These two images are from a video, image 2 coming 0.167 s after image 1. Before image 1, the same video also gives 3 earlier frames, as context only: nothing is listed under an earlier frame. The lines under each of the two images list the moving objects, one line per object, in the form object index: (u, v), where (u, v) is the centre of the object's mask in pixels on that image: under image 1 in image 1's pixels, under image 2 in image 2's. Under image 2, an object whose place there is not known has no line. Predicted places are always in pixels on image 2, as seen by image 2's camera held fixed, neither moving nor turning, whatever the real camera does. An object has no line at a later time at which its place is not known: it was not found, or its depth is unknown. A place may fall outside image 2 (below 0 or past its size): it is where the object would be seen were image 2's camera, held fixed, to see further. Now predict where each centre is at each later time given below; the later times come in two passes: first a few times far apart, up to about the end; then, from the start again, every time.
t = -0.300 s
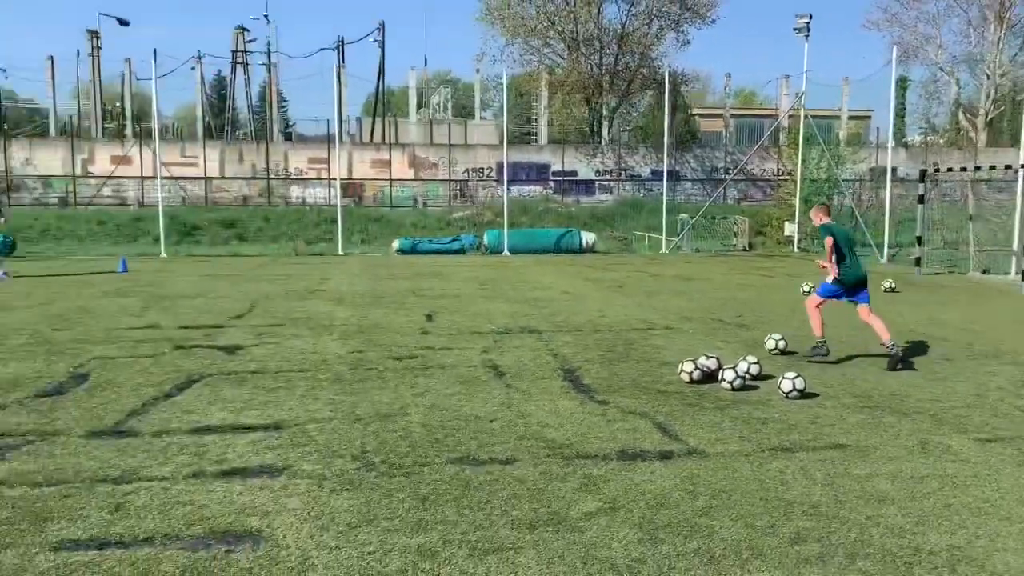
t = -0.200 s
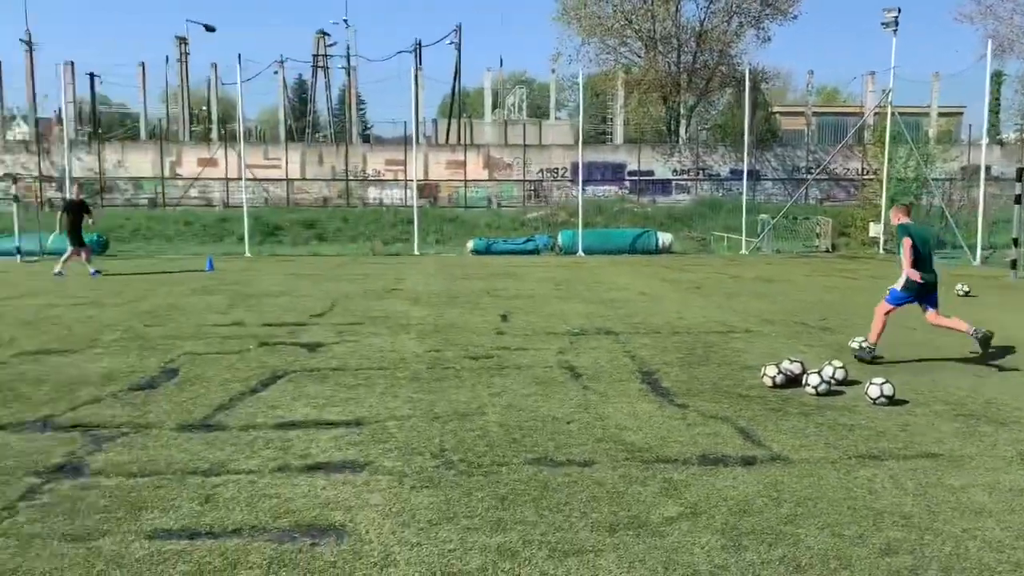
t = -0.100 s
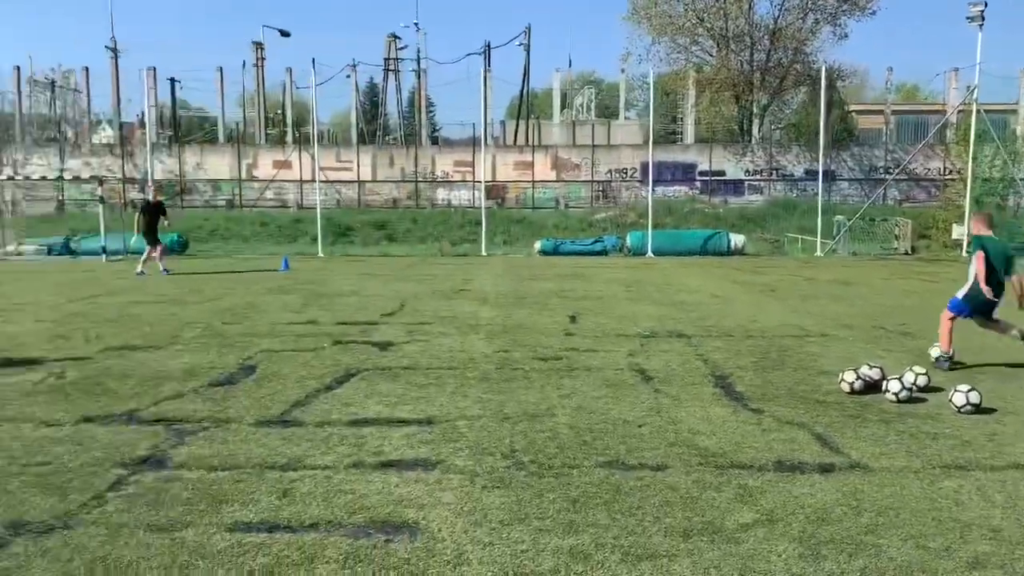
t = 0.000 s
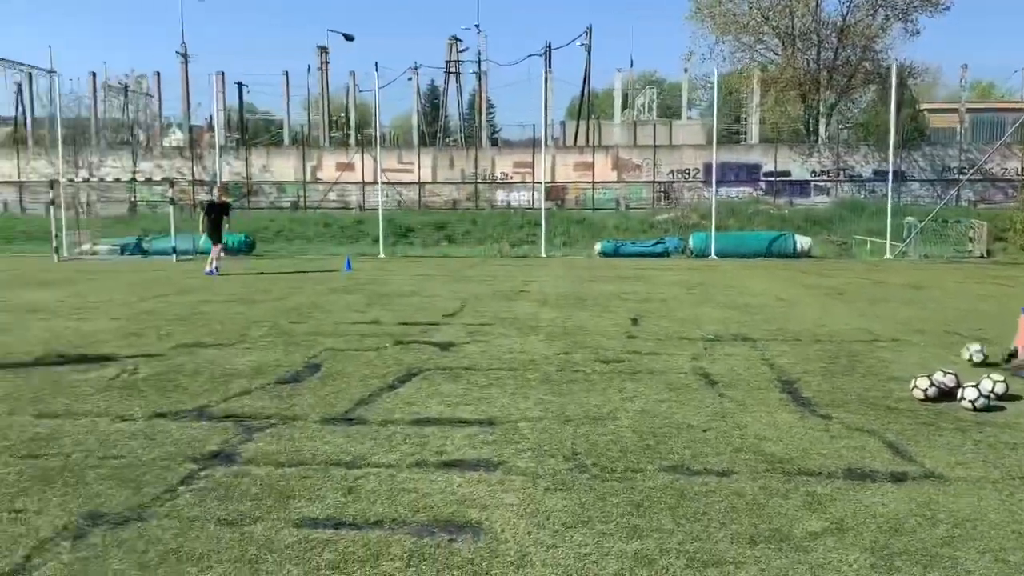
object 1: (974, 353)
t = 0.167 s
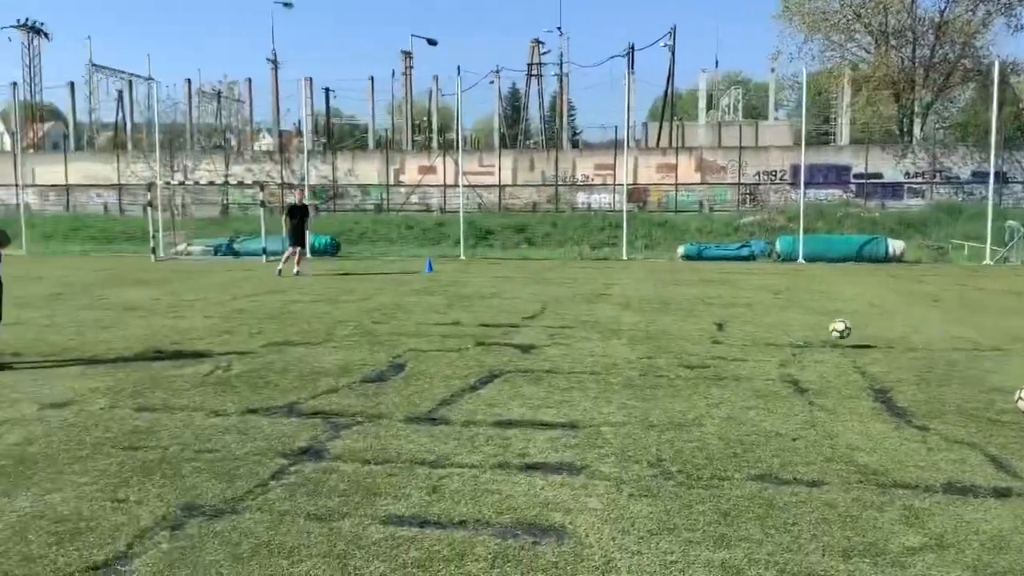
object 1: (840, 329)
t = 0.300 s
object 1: (705, 322)
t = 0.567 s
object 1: (544, 301)
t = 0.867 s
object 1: (441, 283)
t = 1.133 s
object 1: (374, 278)
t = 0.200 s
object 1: (802, 326)
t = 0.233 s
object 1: (767, 325)
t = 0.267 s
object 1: (733, 326)
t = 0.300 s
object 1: (705, 322)
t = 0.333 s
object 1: (681, 315)
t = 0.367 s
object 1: (658, 310)
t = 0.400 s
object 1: (638, 306)
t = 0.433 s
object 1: (616, 303)
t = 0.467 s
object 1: (598, 300)
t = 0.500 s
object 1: (578, 300)
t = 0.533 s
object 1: (561, 300)
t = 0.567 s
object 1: (544, 301)
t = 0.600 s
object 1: (528, 302)
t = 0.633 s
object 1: (516, 298)
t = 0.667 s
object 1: (504, 293)
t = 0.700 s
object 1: (493, 290)
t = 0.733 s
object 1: (482, 287)
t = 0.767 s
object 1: (472, 285)
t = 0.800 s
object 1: (461, 284)
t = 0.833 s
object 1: (451, 283)
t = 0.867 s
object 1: (441, 283)
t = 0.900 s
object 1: (432, 284)
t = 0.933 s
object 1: (423, 287)
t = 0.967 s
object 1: (414, 286)
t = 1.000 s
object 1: (406, 283)
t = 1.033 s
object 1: (397, 280)
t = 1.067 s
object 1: (389, 279)
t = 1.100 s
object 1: (381, 278)
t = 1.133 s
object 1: (374, 278)
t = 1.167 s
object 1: (367, 278)
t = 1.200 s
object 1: (360, 279)
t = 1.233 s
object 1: (353, 279)
